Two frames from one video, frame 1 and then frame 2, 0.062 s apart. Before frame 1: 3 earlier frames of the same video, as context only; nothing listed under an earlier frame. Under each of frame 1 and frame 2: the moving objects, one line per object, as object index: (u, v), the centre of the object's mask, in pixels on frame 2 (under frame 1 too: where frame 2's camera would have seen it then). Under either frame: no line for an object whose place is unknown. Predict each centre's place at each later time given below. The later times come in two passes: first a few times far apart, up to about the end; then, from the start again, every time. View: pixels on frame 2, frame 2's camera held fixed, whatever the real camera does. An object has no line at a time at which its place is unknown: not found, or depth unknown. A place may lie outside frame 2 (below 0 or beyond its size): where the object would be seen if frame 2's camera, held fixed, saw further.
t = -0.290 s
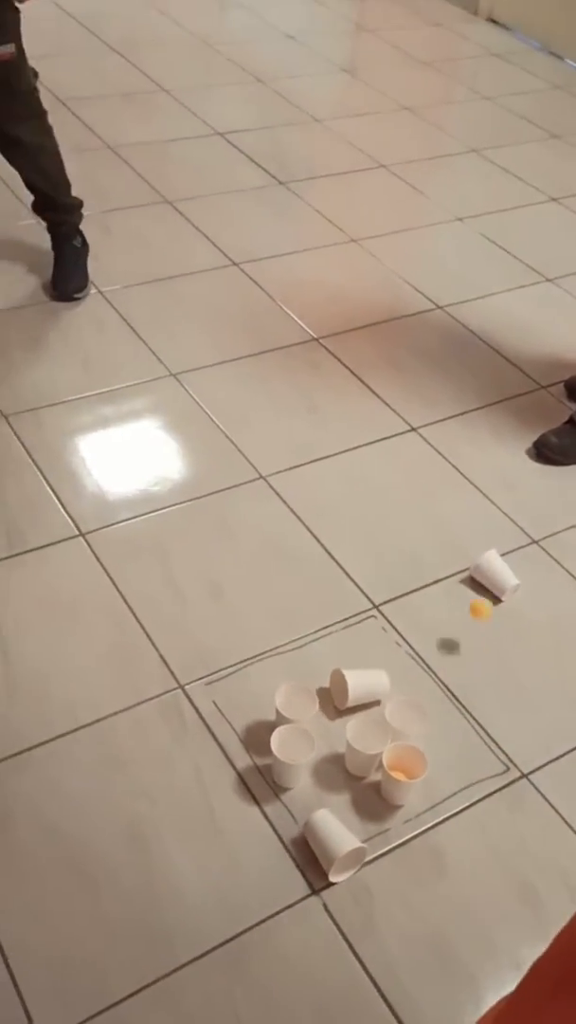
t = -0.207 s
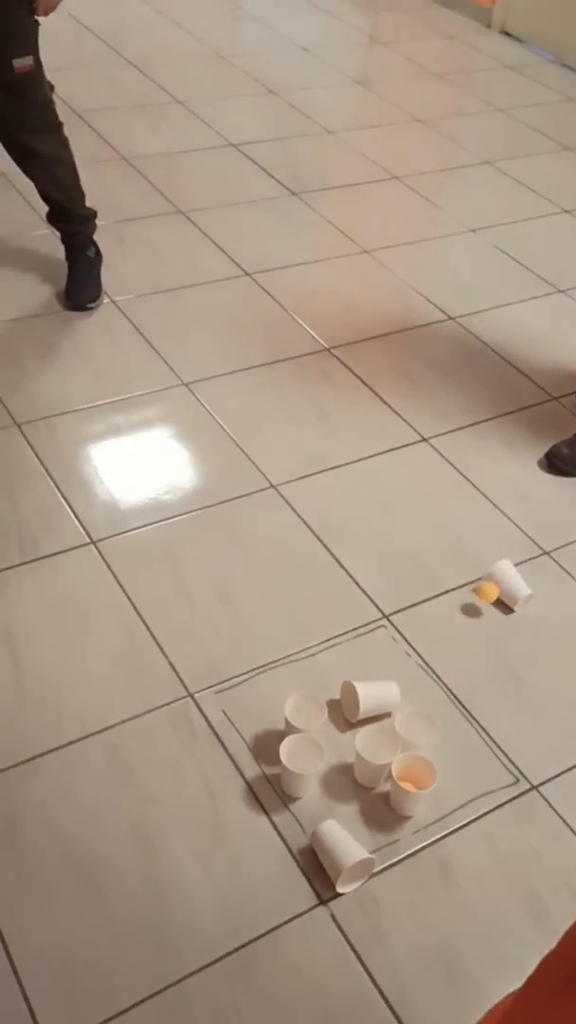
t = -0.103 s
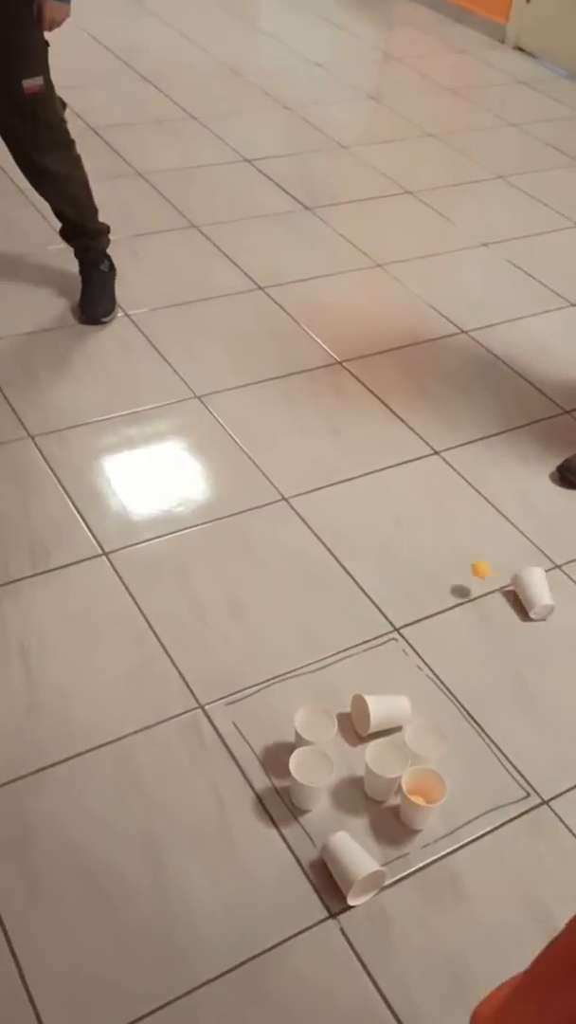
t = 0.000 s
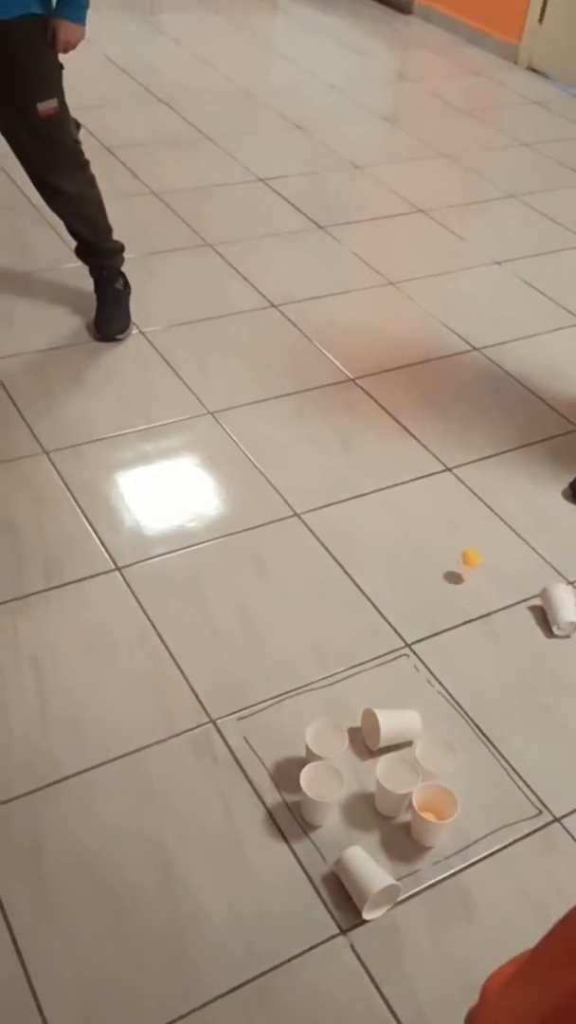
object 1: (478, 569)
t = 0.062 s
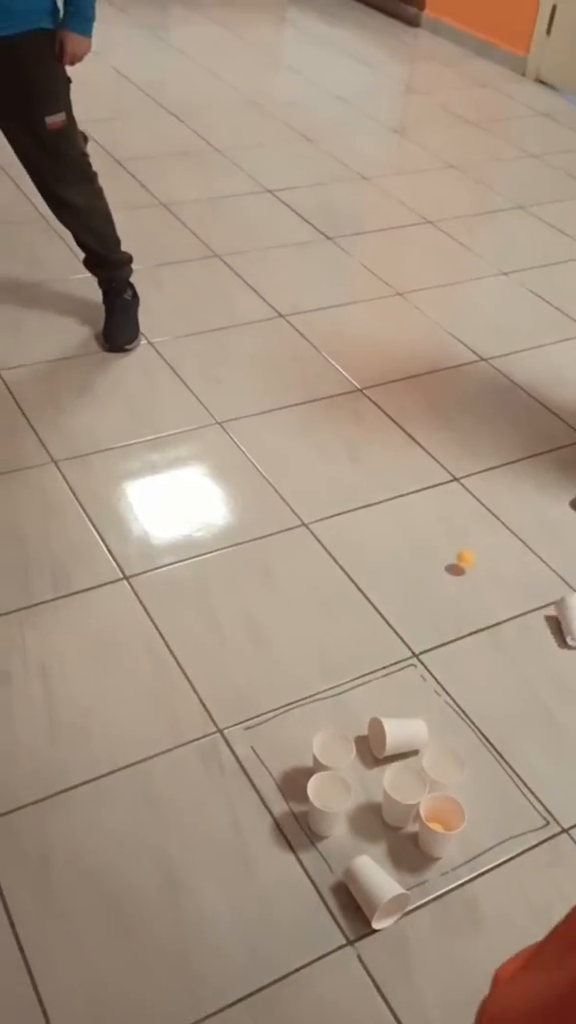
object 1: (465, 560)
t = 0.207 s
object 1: (442, 525)
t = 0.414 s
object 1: (419, 490)
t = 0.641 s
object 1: (406, 453)
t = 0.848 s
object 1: (404, 421)
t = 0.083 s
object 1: (463, 551)
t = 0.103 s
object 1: (460, 545)
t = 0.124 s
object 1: (456, 542)
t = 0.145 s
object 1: (450, 544)
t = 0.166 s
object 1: (448, 536)
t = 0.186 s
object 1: (445, 528)
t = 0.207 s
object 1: (442, 525)
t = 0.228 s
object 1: (439, 526)
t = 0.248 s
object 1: (436, 522)
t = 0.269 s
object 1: (434, 514)
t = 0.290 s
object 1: (431, 511)
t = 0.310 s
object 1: (428, 511)
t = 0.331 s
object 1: (425, 503)
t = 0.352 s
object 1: (424, 499)
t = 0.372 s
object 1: (422, 498)
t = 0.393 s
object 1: (421, 493)
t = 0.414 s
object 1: (419, 490)
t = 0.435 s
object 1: (417, 488)
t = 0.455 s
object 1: (414, 483)
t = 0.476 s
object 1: (414, 479)
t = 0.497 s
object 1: (413, 475)
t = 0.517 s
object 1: (412, 472)
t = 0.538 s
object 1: (411, 469)
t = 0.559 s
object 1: (410, 466)
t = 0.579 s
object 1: (408, 462)
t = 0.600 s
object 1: (407, 460)
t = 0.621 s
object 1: (406, 456)
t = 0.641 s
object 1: (406, 453)
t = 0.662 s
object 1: (406, 448)
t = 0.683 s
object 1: (406, 445)
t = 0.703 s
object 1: (406, 442)
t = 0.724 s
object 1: (406, 439)
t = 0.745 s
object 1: (405, 436)
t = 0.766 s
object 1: (404, 433)
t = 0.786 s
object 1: (405, 429)
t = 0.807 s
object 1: (404, 426)
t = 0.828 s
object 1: (405, 423)
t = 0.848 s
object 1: (404, 421)
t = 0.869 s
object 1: (402, 418)
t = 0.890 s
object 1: (402, 416)
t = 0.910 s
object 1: (400, 413)
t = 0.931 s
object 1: (398, 411)
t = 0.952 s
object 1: (397, 407)
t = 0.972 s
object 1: (397, 404)
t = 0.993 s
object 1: (396, 402)
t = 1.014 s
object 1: (394, 400)
